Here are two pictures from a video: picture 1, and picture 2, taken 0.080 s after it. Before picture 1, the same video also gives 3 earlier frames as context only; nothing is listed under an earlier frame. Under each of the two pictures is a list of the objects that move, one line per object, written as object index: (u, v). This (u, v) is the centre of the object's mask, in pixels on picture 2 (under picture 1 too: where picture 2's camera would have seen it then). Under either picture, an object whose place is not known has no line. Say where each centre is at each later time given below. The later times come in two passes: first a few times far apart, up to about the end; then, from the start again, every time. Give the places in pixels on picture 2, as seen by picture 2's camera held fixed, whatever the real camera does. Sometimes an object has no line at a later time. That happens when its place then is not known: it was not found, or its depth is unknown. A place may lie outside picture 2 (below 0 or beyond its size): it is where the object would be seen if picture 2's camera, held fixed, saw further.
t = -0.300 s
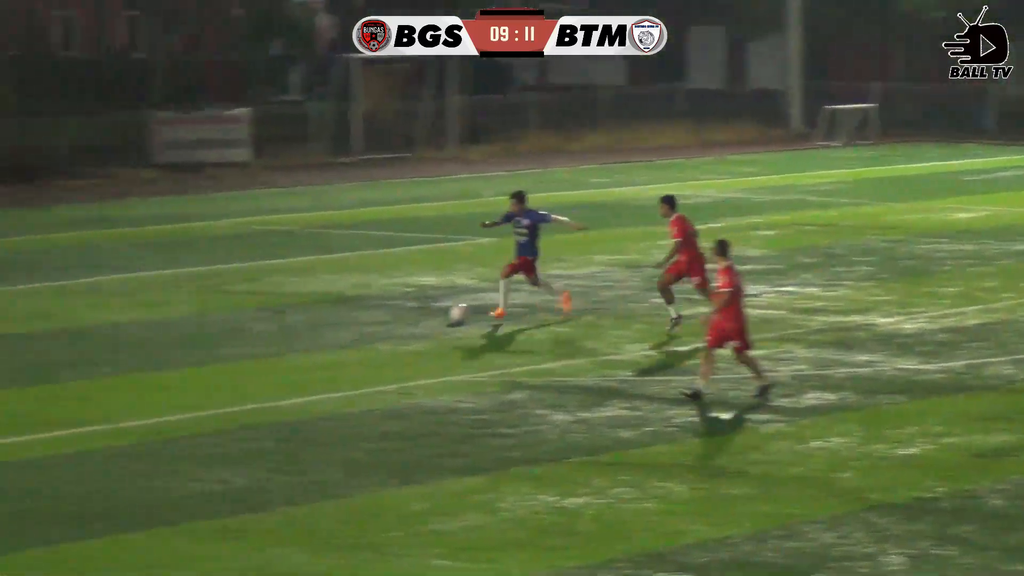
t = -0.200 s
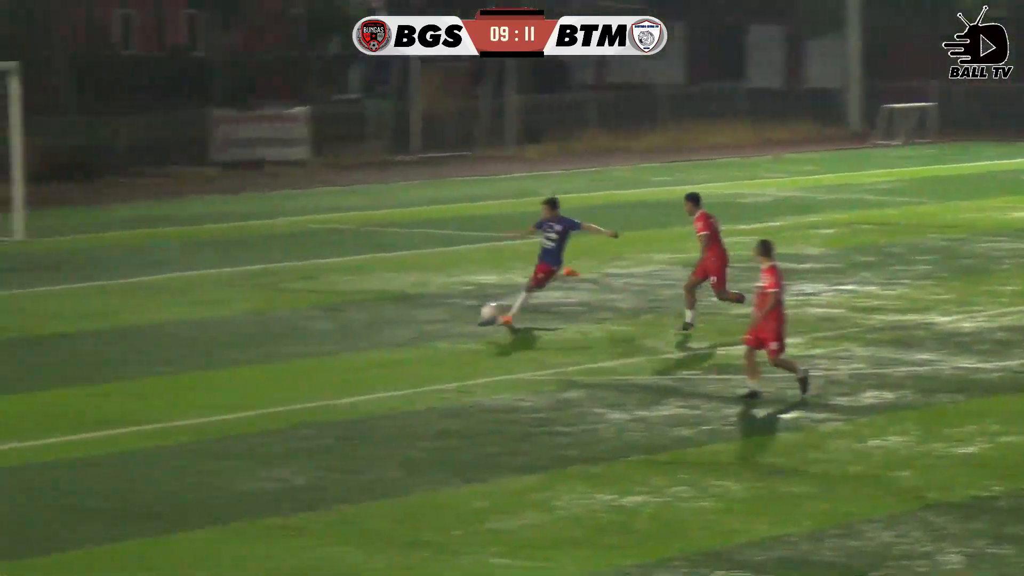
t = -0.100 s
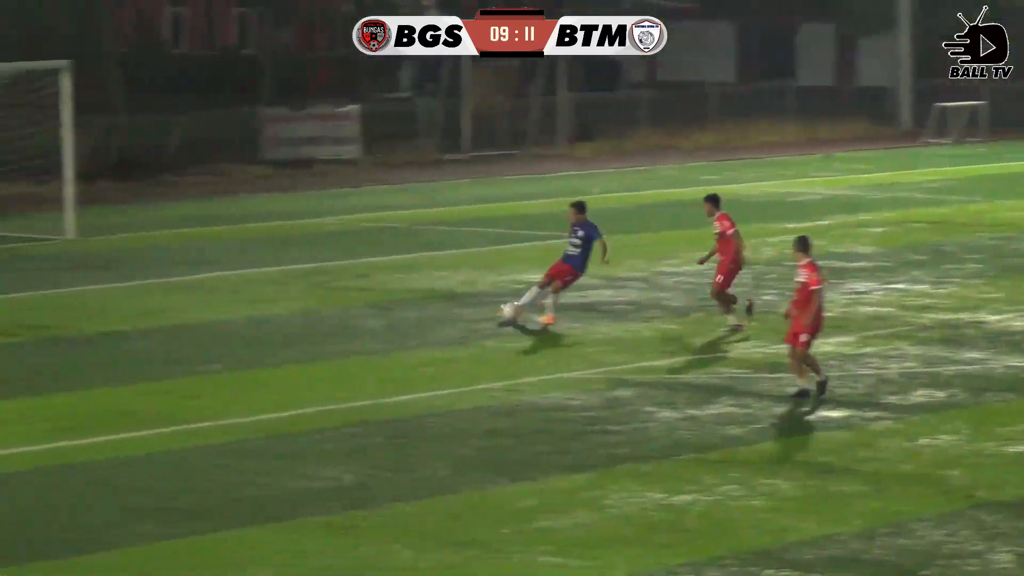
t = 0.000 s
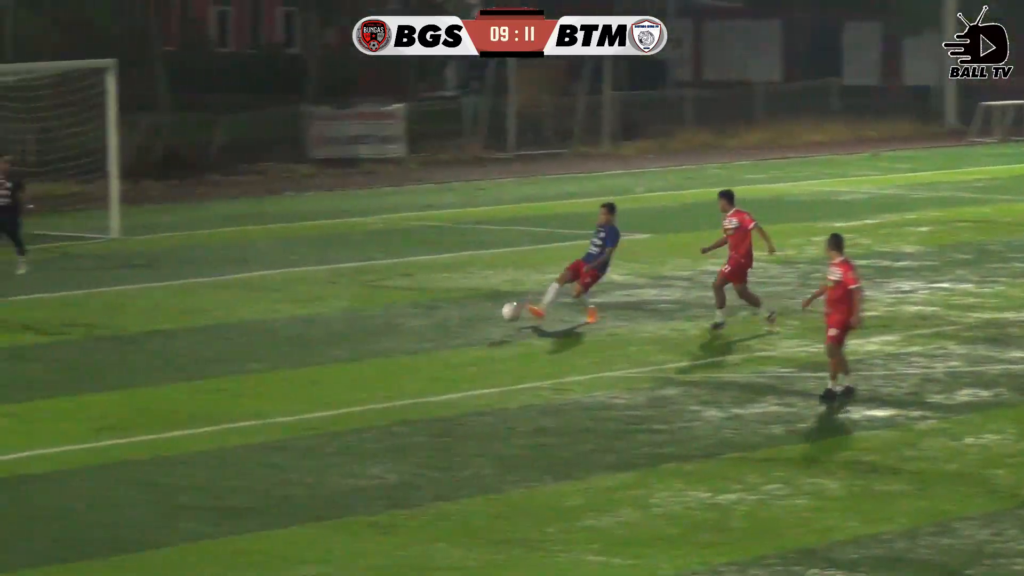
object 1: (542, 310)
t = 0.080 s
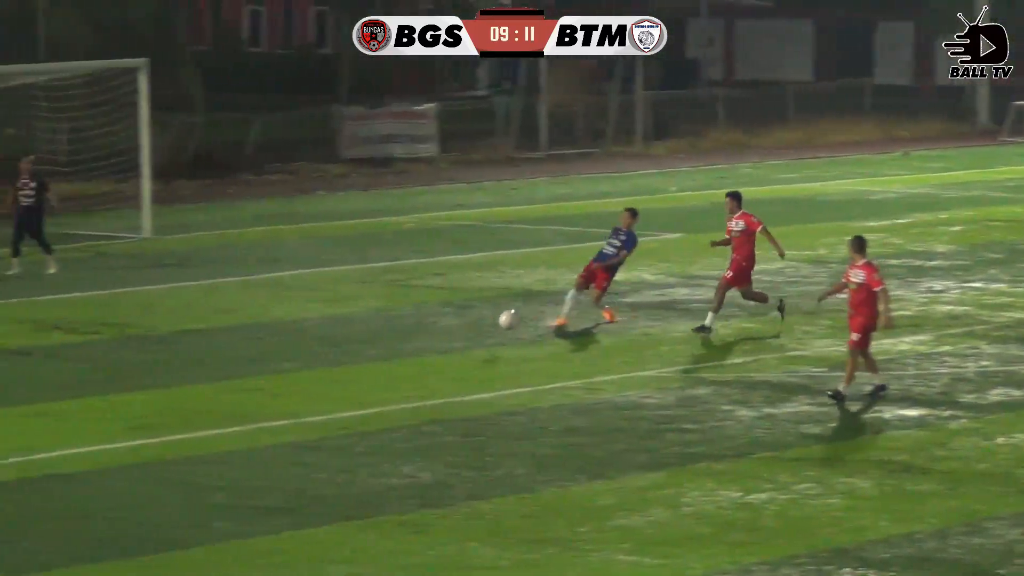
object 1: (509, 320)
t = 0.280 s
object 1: (433, 374)
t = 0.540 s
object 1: (360, 426)
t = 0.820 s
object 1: (308, 486)
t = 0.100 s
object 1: (500, 322)
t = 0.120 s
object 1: (492, 326)
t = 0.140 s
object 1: (484, 331)
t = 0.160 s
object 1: (476, 336)
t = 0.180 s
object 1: (469, 340)
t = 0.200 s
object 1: (463, 347)
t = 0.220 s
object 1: (454, 352)
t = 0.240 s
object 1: (446, 359)
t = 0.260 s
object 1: (439, 366)
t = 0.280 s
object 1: (433, 374)
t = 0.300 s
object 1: (427, 382)
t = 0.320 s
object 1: (422, 387)
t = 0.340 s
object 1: (415, 388)
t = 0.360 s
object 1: (409, 390)
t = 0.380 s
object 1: (403, 391)
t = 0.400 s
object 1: (396, 394)
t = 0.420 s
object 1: (391, 397)
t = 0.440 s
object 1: (386, 401)
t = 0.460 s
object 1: (380, 405)
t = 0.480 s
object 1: (375, 410)
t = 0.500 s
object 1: (370, 415)
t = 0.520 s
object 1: (365, 420)
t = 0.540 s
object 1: (360, 426)
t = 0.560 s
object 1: (356, 435)
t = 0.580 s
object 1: (351, 439)
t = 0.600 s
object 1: (348, 442)
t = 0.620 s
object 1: (343, 444)
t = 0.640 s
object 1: (340, 447)
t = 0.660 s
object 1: (336, 451)
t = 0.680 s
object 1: (332, 455)
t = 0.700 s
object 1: (329, 460)
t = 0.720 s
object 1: (325, 465)
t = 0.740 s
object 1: (321, 471)
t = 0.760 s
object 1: (317, 474)
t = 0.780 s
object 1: (313, 478)
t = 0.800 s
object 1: (310, 482)
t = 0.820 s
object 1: (308, 486)
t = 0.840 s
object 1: (305, 489)
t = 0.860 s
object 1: (302, 493)
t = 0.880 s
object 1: (300, 496)
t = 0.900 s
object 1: (297, 499)
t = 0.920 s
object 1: (295, 502)
